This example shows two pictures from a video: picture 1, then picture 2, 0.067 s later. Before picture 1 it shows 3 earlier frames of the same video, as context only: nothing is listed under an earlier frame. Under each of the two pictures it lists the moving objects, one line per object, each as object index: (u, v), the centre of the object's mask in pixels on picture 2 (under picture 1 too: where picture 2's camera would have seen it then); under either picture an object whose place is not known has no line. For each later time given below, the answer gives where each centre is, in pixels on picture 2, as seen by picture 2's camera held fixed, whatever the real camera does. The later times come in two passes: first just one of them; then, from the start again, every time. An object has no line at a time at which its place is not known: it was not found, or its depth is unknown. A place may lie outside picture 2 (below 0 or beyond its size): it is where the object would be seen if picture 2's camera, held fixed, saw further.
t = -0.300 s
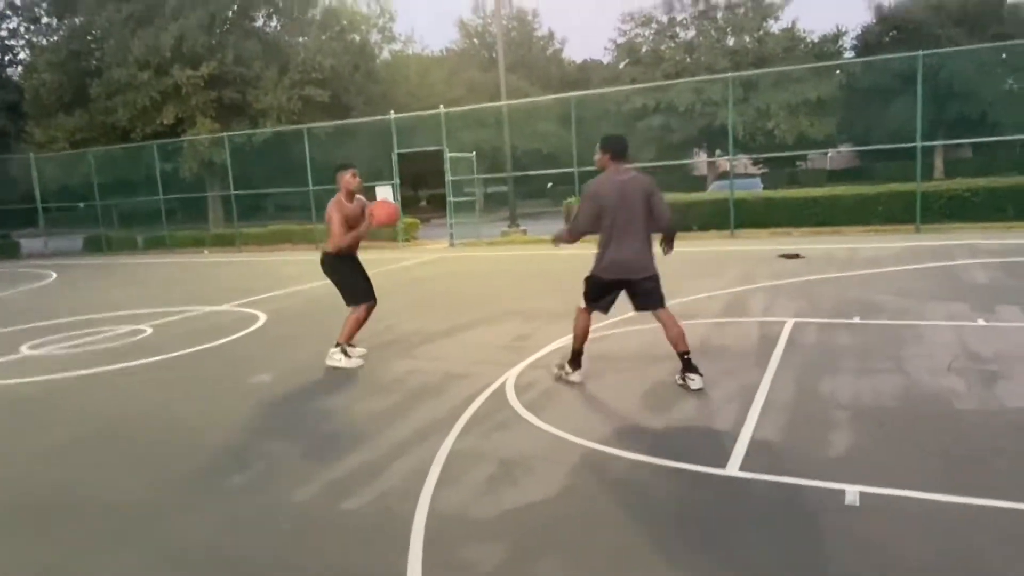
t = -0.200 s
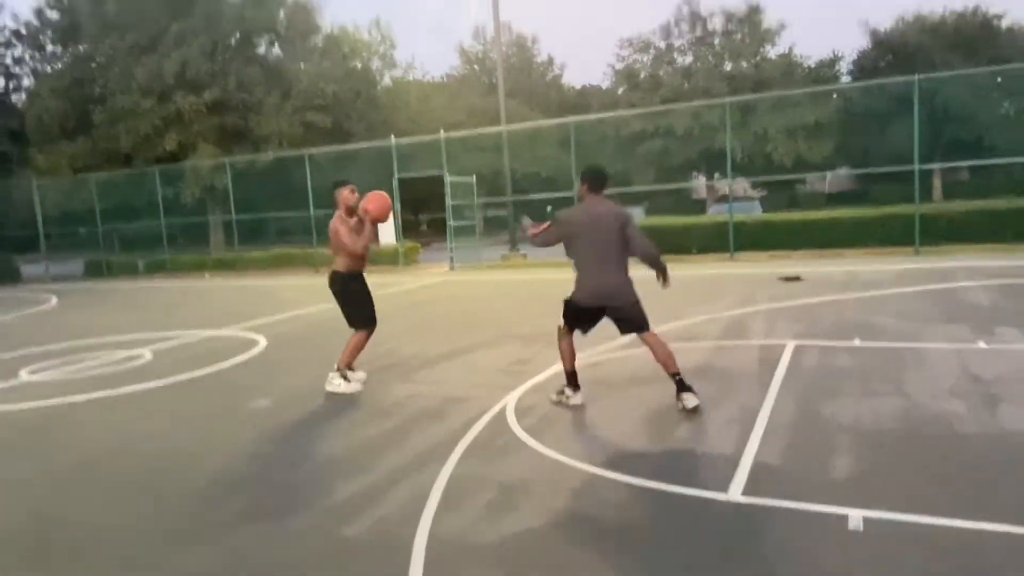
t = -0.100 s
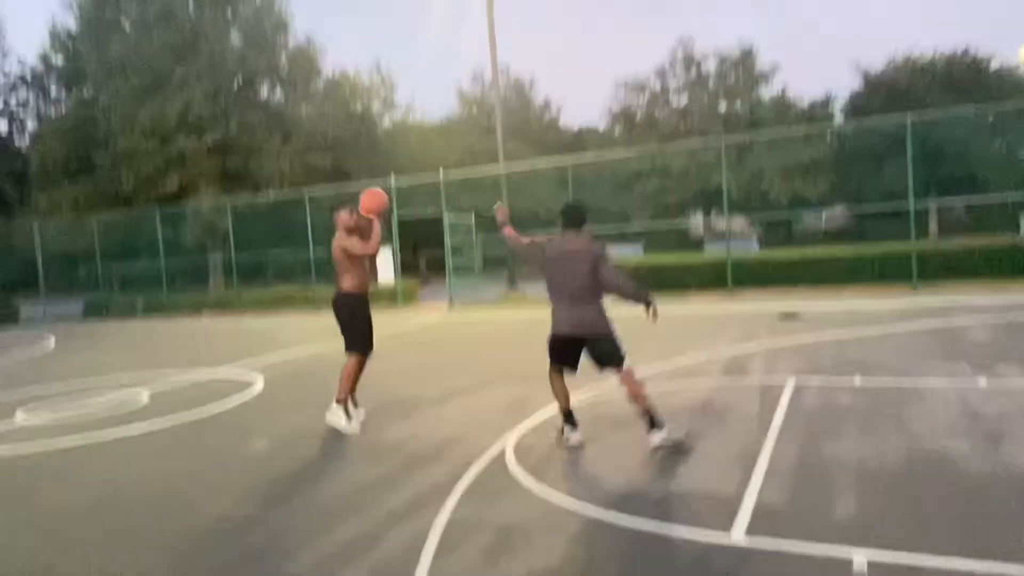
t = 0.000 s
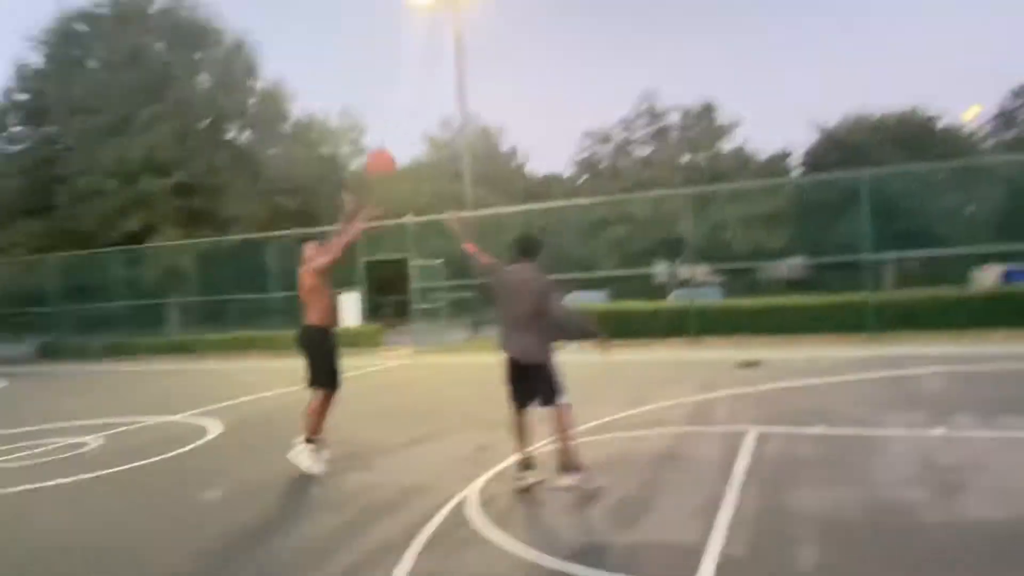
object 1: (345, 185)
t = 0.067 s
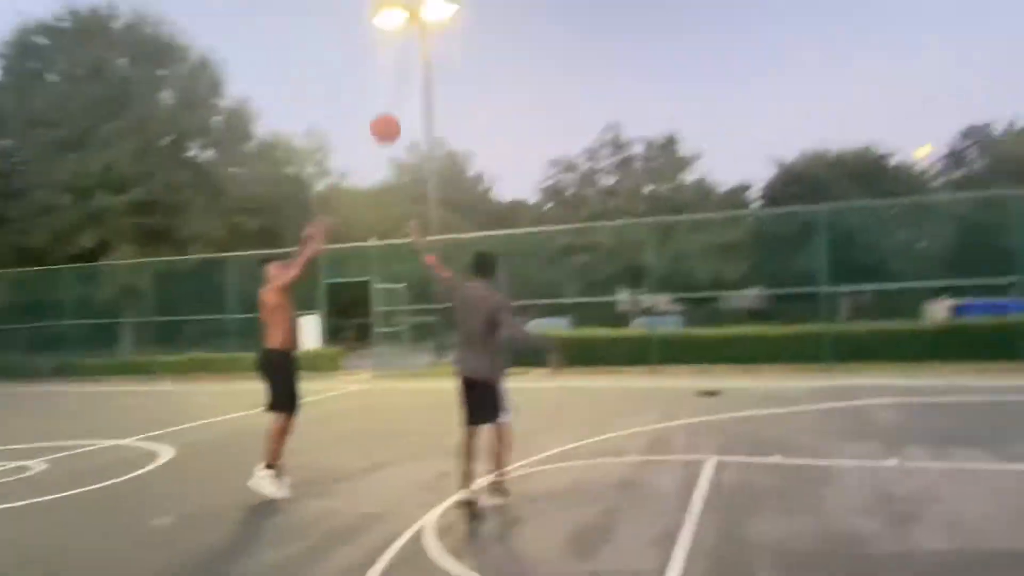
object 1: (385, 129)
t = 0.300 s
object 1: (539, -33)
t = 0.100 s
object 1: (406, 101)
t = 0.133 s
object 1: (428, 75)
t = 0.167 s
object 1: (449, 51)
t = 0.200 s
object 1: (472, 28)
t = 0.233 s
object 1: (493, 7)
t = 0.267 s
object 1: (516, -14)
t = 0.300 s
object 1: (539, -33)
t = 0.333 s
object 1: (562, -52)
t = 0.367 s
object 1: (587, -70)
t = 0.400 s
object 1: (612, -88)
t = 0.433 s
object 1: (638, -104)
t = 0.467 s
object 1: (665, -118)
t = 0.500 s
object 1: (693, -132)
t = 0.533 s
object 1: (720, -144)
